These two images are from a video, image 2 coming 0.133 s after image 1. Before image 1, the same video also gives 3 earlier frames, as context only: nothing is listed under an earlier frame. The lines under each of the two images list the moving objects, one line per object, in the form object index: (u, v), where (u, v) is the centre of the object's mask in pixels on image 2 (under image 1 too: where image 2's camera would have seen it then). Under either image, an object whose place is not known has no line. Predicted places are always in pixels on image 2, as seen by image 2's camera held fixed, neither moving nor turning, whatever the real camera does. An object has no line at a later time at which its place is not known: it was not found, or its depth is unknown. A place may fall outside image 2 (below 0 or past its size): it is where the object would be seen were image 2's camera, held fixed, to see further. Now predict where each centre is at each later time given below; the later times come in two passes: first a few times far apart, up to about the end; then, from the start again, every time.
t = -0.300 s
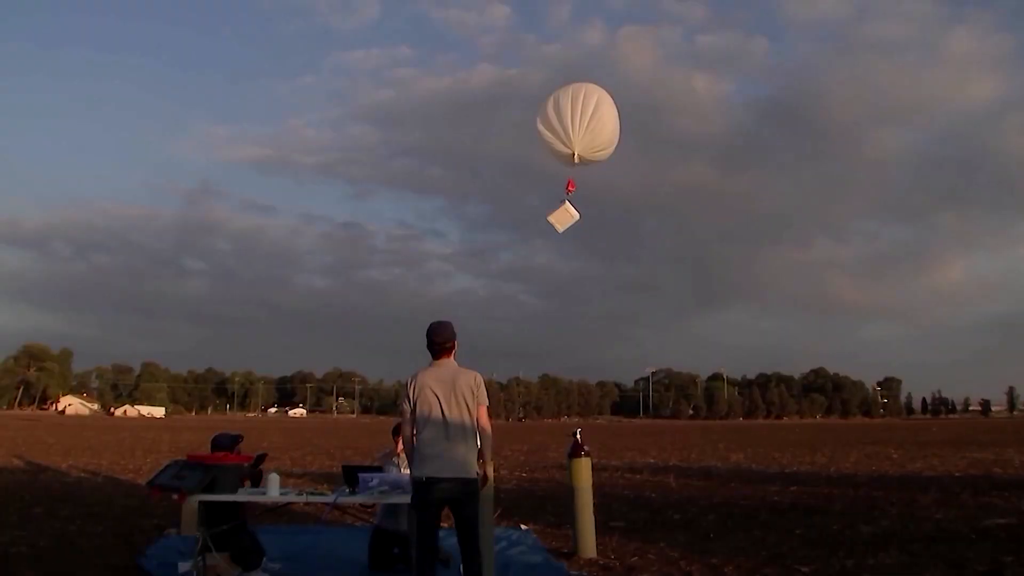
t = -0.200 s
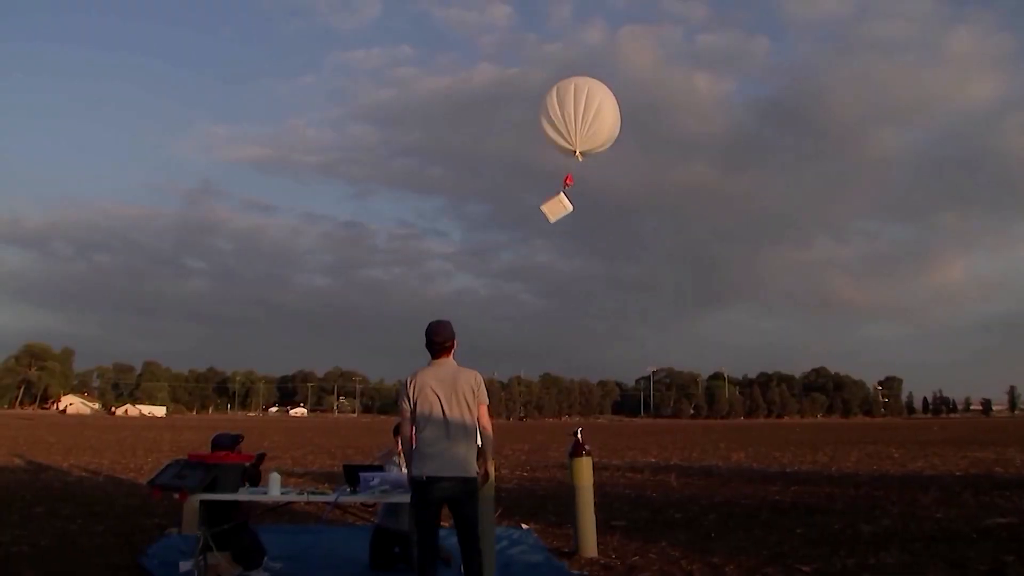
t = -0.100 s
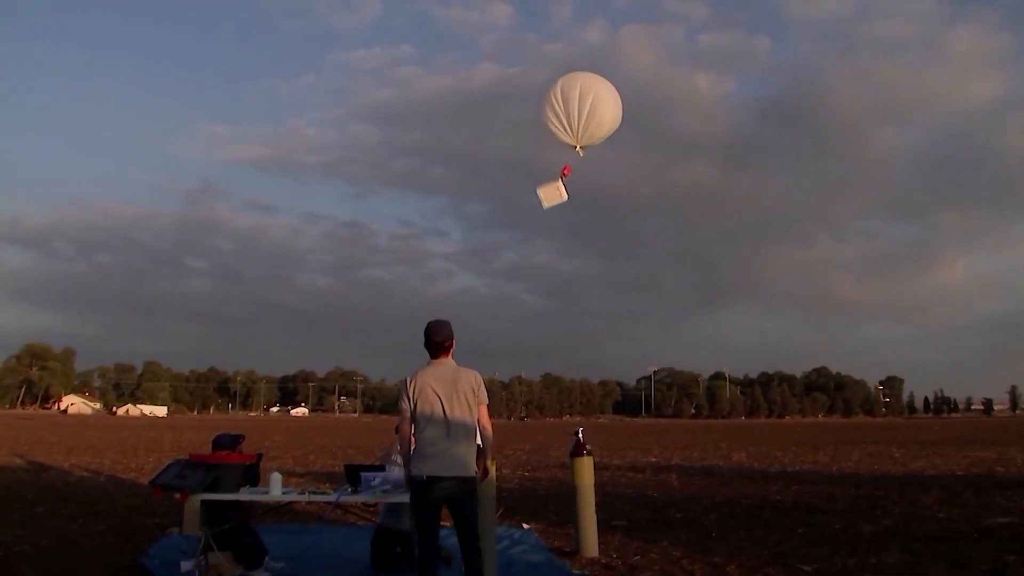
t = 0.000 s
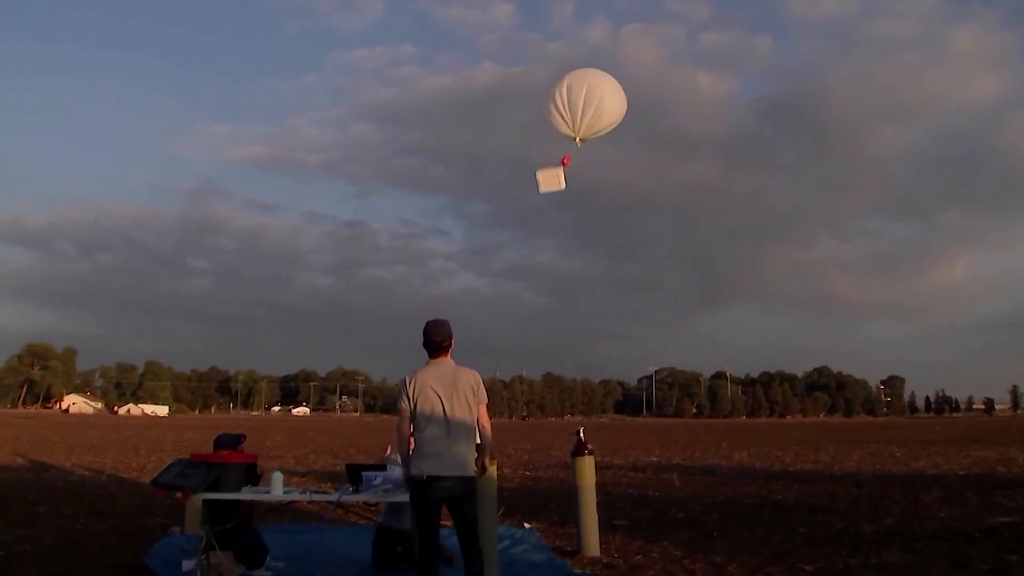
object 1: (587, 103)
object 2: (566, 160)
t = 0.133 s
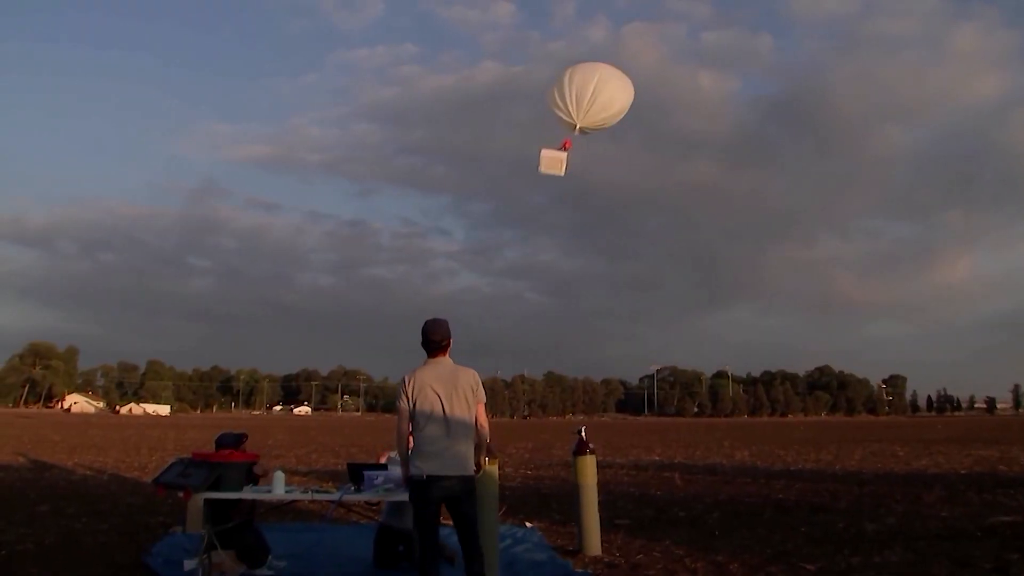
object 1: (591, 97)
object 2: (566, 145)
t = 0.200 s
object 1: (594, 92)
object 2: (567, 138)
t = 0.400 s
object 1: (604, 81)
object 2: (579, 117)
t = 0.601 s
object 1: (619, 68)
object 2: (596, 103)
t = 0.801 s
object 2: (616, 95)
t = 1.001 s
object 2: (634, 90)
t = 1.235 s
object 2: (659, 79)
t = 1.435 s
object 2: (679, 66)
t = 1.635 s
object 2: (703, 52)
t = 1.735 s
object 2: (715, 46)
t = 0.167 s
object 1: (591, 95)
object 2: (566, 142)
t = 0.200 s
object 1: (594, 92)
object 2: (567, 138)
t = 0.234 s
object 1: (595, 90)
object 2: (569, 133)
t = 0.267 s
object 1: (597, 88)
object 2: (571, 129)
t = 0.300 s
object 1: (598, 87)
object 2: (572, 126)
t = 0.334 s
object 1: (601, 85)
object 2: (574, 124)
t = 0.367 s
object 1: (602, 84)
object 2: (576, 121)
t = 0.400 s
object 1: (604, 81)
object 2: (579, 117)
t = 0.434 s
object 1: (607, 79)
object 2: (582, 114)
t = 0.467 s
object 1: (609, 76)
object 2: (586, 111)
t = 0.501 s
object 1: (611, 75)
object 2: (588, 109)
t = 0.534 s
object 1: (613, 73)
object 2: (591, 107)
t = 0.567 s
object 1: (615, 71)
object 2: (593, 105)
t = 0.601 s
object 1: (619, 68)
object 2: (596, 103)
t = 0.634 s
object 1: (622, 64)
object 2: (600, 101)
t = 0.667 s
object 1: (625, 62)
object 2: (604, 99)
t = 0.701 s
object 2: (606, 98)
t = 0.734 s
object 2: (609, 97)
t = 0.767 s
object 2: (612, 96)
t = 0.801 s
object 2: (616, 95)
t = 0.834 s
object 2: (620, 94)
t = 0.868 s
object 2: (623, 93)
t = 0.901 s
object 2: (625, 93)
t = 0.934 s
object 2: (628, 92)
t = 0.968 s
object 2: (630, 91)
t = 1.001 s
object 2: (634, 90)
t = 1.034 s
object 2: (638, 89)
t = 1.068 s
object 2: (642, 87)
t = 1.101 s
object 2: (645, 86)
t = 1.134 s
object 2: (648, 85)
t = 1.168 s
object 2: (651, 84)
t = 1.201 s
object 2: (655, 81)
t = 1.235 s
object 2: (659, 79)
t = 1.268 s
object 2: (663, 76)
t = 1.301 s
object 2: (666, 74)
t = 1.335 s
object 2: (668, 73)
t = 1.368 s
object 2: (671, 71)
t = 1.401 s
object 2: (676, 68)
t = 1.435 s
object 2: (679, 66)
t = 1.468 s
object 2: (684, 62)
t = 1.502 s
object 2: (687, 60)
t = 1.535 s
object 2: (690, 59)
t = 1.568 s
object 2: (693, 57)
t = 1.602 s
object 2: (698, 55)
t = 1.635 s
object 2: (703, 52)
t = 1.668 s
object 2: (708, 49)
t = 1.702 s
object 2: (712, 47)
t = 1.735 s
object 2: (715, 46)
